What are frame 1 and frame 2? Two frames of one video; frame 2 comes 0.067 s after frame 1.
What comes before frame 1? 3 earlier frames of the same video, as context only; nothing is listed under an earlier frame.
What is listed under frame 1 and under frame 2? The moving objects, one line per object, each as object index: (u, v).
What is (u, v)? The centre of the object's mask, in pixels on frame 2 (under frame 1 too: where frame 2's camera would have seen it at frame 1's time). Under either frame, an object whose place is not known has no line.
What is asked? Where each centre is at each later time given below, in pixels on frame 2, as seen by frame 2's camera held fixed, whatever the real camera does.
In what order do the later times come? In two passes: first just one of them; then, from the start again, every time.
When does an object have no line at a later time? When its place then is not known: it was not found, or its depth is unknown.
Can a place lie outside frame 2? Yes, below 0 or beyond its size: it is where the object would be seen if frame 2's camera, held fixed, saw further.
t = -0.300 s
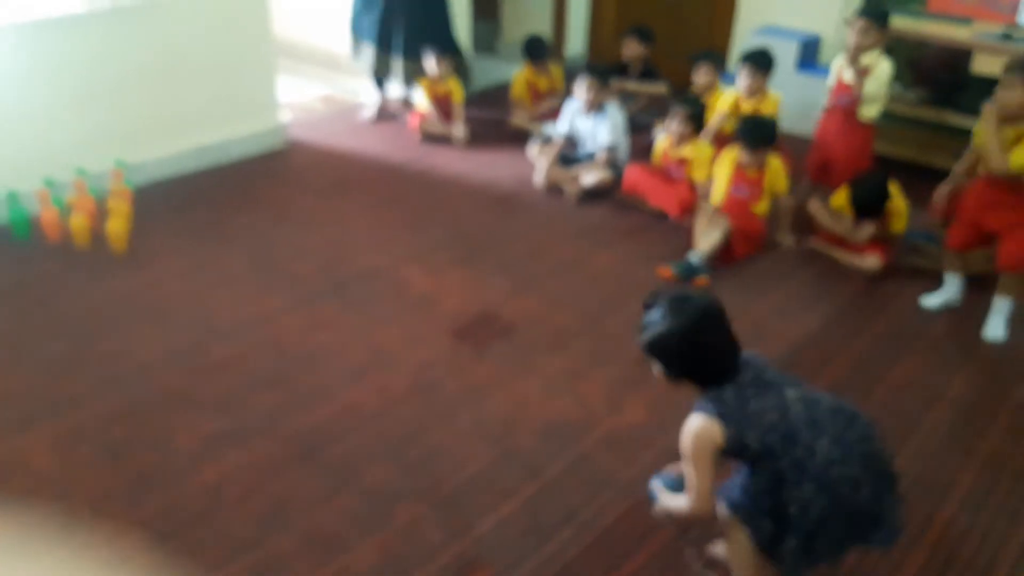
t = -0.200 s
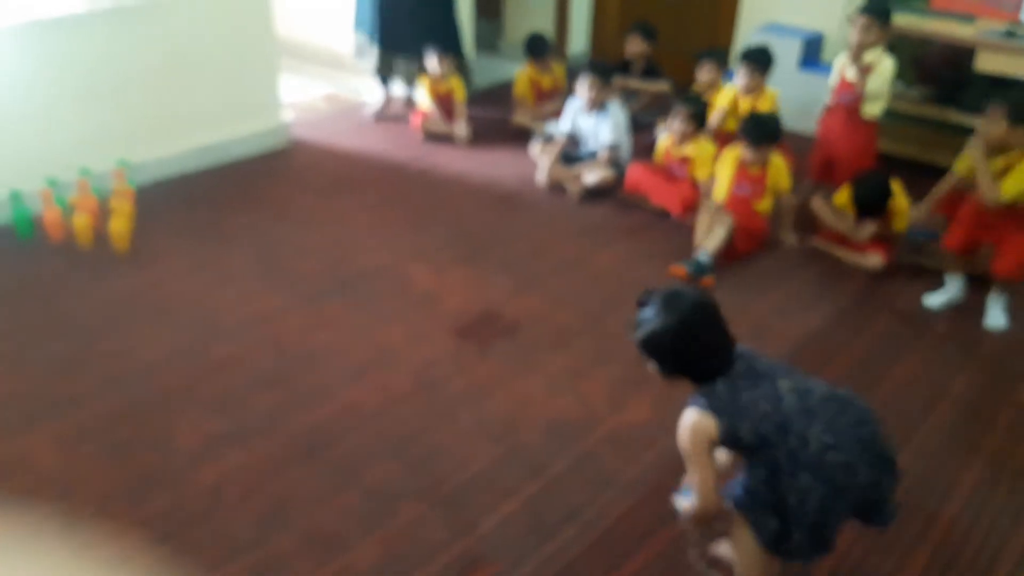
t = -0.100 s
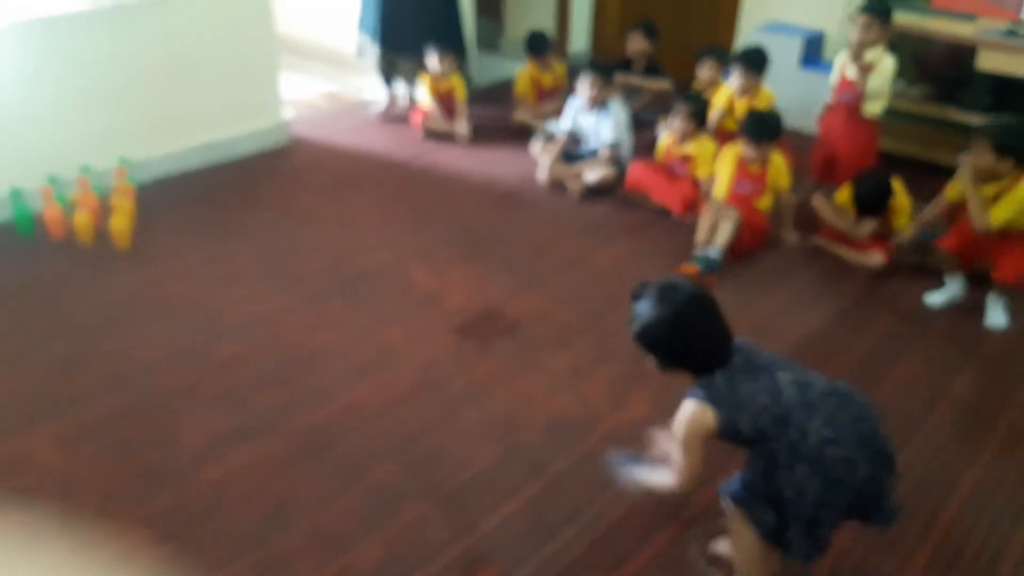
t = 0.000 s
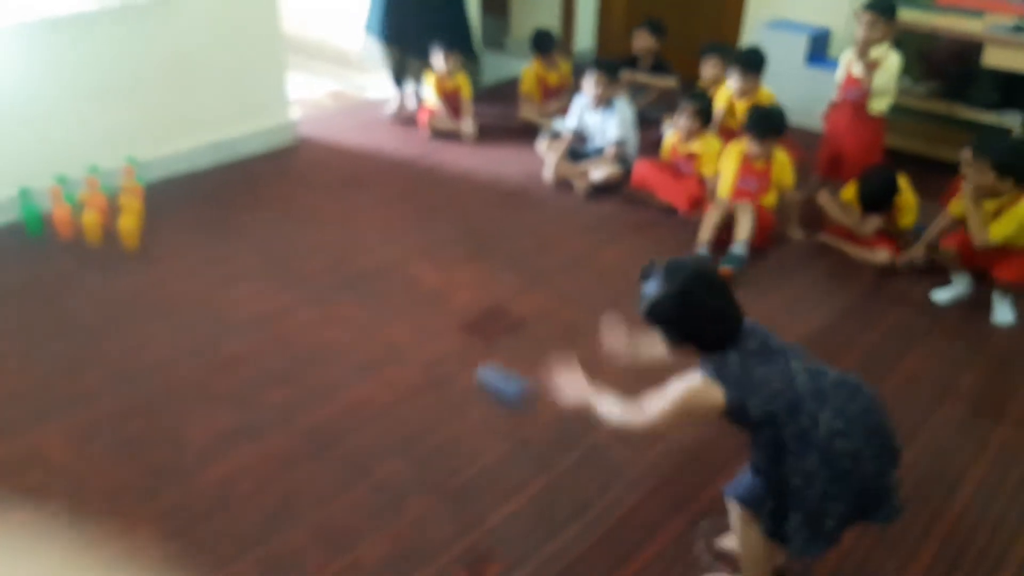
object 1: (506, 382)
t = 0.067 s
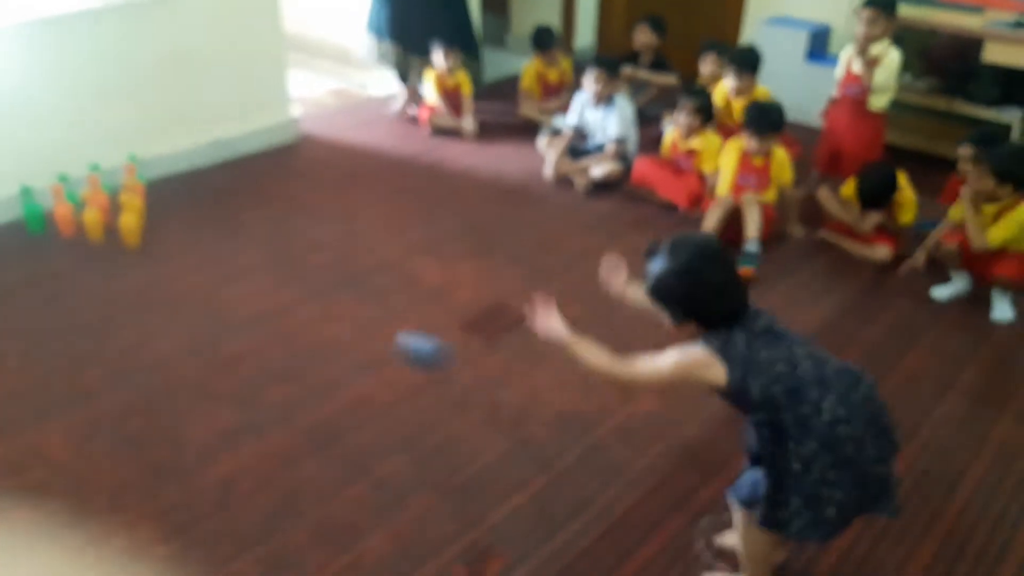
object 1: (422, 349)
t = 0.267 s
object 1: (225, 337)
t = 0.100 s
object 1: (383, 338)
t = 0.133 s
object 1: (346, 331)
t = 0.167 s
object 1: (312, 328)
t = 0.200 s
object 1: (282, 328)
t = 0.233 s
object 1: (253, 330)
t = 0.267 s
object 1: (225, 337)
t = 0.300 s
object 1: (202, 343)
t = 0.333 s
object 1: (179, 323)
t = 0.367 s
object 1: (160, 305)
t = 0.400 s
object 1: (140, 289)
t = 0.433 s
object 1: (121, 277)
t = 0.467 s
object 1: (103, 268)
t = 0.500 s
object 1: (88, 263)
